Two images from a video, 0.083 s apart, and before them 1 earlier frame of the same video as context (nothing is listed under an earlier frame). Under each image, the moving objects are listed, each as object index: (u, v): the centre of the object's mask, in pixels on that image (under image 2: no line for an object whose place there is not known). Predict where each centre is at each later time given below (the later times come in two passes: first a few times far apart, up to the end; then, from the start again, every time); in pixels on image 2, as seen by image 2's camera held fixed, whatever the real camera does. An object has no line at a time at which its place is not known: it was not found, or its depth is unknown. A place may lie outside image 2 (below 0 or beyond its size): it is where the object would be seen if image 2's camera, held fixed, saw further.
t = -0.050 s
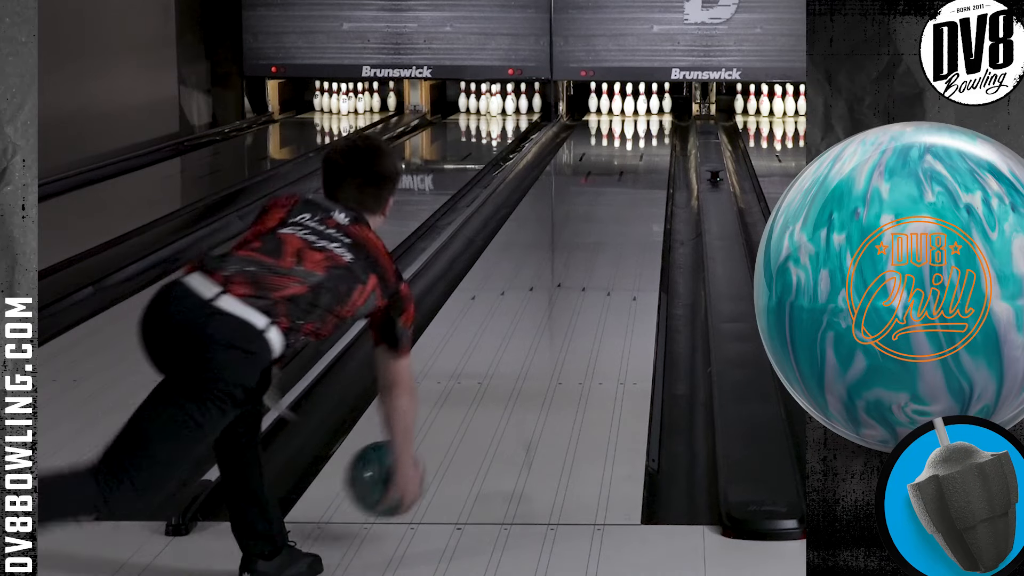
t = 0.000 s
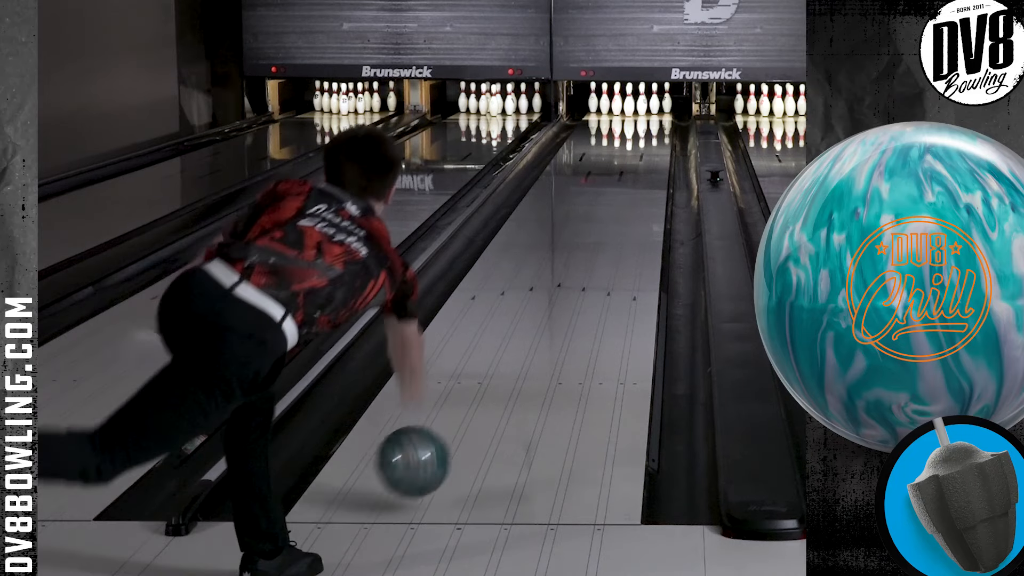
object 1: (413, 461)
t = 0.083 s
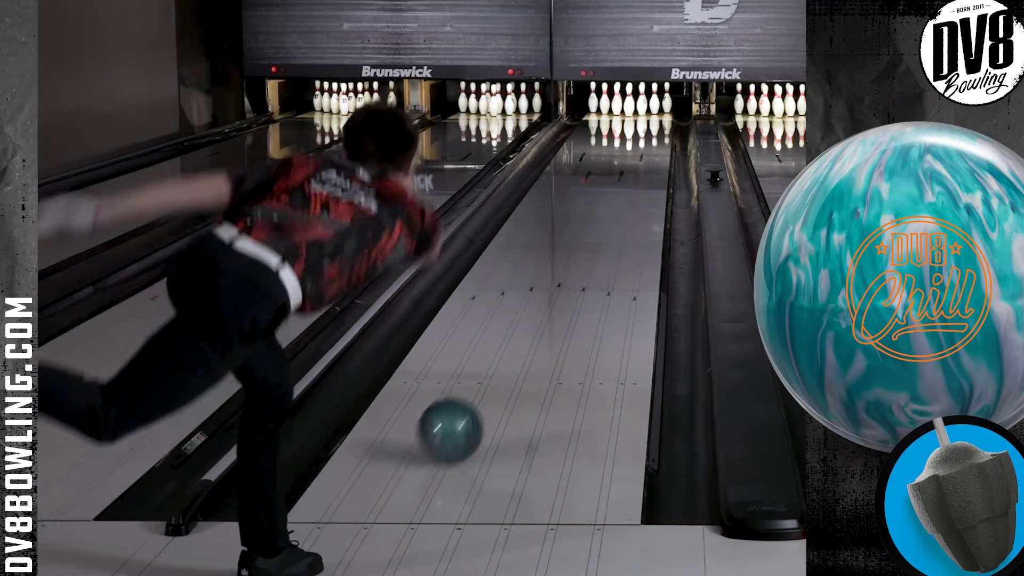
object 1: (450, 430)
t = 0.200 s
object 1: (491, 378)
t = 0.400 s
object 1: (541, 310)
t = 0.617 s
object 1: (579, 260)
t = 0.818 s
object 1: (604, 226)
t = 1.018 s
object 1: (623, 199)
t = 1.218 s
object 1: (637, 178)
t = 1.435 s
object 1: (648, 159)
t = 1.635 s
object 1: (655, 144)
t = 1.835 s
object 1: (656, 133)
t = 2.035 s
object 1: (654, 124)
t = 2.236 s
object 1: (644, 115)
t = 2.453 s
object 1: (635, 107)
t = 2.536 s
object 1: (633, 106)
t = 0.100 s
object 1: (457, 422)
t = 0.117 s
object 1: (463, 415)
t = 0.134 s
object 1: (469, 407)
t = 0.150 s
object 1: (475, 399)
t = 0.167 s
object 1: (481, 392)
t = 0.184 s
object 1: (486, 385)
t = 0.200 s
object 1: (491, 378)
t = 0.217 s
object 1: (496, 372)
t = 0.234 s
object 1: (501, 365)
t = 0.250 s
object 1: (505, 359)
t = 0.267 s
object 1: (510, 353)
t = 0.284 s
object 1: (514, 347)
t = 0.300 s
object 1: (518, 342)
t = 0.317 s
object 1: (523, 336)
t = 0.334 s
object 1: (526, 331)
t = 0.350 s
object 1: (530, 325)
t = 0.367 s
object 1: (534, 320)
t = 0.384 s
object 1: (538, 315)
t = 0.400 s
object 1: (541, 310)
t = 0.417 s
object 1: (544, 306)
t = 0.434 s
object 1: (548, 301)
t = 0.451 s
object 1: (551, 297)
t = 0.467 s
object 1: (554, 293)
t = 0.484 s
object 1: (557, 289)
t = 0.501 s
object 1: (560, 285)
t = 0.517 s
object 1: (563, 281)
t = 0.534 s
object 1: (566, 277)
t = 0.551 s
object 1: (569, 274)
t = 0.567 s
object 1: (571, 270)
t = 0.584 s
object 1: (573, 267)
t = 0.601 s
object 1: (576, 264)
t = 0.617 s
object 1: (579, 260)
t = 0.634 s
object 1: (581, 256)
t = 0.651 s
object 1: (584, 253)
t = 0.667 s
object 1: (586, 250)
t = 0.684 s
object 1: (588, 248)
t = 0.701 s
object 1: (590, 245)
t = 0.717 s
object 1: (592, 242)
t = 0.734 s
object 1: (594, 239)
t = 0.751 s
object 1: (596, 236)
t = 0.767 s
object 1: (598, 234)
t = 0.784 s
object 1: (600, 231)
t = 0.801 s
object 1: (602, 228)
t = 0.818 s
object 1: (604, 226)
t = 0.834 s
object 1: (606, 223)
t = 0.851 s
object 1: (607, 221)
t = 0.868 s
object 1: (609, 218)
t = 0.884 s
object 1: (611, 216)
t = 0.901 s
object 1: (612, 214)
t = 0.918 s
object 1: (614, 211)
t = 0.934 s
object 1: (615, 209)
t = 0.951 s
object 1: (617, 207)
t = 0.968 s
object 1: (618, 205)
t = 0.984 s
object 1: (620, 203)
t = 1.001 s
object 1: (621, 201)
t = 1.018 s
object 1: (623, 199)
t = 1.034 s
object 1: (624, 197)
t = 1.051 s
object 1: (625, 195)
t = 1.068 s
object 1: (626, 193)
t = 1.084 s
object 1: (628, 192)
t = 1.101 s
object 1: (629, 189)
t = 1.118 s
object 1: (630, 188)
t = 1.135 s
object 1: (631, 186)
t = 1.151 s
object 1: (633, 184)
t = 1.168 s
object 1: (633, 182)
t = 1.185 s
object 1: (634, 181)
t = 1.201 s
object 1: (636, 179)
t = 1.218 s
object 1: (637, 178)
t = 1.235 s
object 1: (638, 176)
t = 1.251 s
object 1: (639, 175)
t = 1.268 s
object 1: (640, 173)
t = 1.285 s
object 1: (641, 171)
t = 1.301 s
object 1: (641, 170)
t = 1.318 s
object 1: (642, 169)
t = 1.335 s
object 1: (643, 167)
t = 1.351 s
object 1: (644, 166)
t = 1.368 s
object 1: (645, 164)
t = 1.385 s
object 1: (646, 163)
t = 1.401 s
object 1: (647, 161)
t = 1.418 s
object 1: (647, 160)
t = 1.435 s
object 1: (648, 159)
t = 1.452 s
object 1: (649, 158)
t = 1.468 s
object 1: (649, 157)
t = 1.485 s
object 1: (650, 155)
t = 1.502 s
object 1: (651, 154)
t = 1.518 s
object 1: (651, 153)
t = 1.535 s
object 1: (652, 152)
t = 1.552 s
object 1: (652, 151)
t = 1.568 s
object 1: (653, 149)
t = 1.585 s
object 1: (653, 148)
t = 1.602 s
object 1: (654, 147)
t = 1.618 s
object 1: (654, 146)
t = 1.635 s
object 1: (655, 144)
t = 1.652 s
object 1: (655, 144)
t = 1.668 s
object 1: (655, 142)
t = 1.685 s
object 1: (655, 142)
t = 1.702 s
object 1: (656, 140)
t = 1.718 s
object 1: (656, 139)
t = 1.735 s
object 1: (656, 138)
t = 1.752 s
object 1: (656, 138)
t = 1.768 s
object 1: (656, 137)
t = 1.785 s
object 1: (656, 136)
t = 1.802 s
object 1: (656, 135)
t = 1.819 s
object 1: (657, 134)
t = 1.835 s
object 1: (656, 133)
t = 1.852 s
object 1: (656, 133)
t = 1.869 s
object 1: (656, 132)
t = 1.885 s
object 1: (656, 131)
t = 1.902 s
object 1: (656, 130)
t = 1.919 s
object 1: (656, 129)
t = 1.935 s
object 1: (655, 129)
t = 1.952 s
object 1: (655, 128)
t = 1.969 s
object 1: (655, 126)
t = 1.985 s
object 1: (655, 126)
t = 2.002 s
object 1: (654, 125)
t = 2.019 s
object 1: (654, 125)
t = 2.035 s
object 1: (654, 124)
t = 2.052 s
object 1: (653, 123)
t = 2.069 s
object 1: (652, 122)
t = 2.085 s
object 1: (652, 121)
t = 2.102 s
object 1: (651, 120)
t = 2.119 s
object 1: (650, 119)
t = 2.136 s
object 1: (649, 119)
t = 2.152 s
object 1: (649, 118)
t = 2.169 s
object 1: (648, 117)
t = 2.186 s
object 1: (647, 117)
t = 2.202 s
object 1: (646, 116)
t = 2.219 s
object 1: (645, 116)
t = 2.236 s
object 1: (644, 115)
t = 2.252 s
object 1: (643, 114)
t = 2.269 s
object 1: (643, 114)
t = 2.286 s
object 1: (641, 113)
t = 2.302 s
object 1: (640, 112)
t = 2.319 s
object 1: (639, 111)
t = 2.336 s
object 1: (638, 111)
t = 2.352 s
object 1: (637, 110)
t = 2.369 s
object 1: (636, 109)
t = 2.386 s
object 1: (635, 109)
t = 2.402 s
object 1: (635, 108)
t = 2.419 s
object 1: (635, 108)
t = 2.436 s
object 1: (635, 108)
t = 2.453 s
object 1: (635, 107)
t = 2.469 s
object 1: (634, 107)
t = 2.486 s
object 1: (633, 106)
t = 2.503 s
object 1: (633, 106)
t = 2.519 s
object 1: (633, 106)
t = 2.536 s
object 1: (633, 106)
